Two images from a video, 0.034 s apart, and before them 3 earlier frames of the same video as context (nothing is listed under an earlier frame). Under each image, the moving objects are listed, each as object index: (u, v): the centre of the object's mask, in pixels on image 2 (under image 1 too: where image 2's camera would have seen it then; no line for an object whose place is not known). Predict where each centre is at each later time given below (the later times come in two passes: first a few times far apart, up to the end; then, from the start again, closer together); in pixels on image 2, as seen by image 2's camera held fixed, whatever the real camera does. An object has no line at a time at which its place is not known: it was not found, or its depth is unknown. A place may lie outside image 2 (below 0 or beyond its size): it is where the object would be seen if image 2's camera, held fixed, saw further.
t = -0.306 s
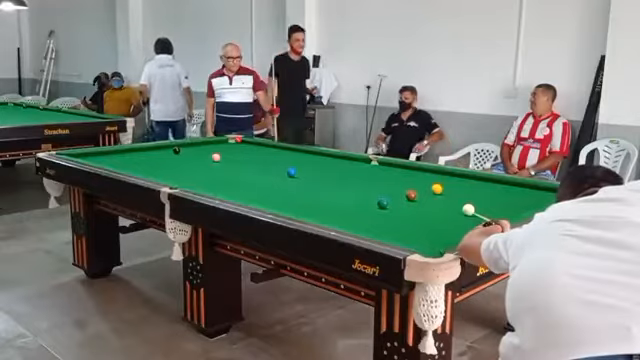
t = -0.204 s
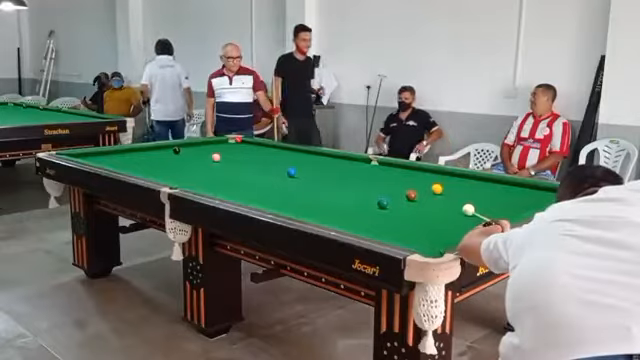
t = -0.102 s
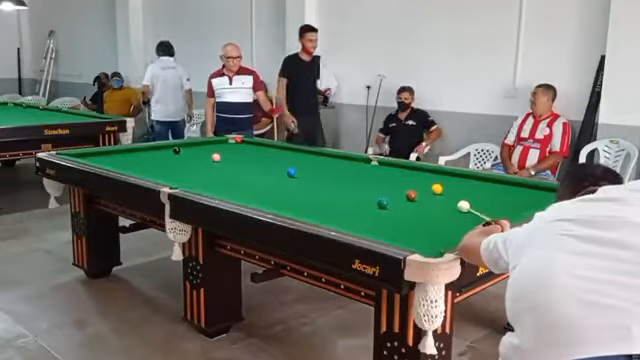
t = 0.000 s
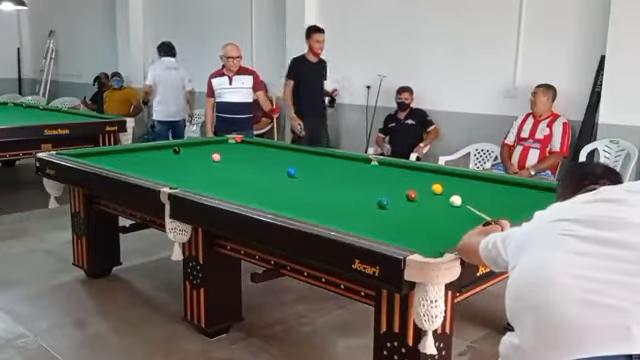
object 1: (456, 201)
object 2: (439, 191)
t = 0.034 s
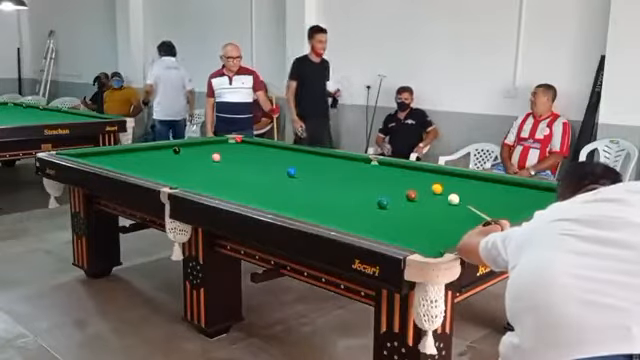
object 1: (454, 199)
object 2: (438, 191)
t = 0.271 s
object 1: (442, 190)
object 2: (433, 186)
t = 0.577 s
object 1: (445, 188)
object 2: (419, 180)
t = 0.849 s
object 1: (448, 186)
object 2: (407, 176)
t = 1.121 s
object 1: (449, 184)
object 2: (397, 171)
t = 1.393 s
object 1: (450, 182)
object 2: (389, 168)
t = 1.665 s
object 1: (451, 181)
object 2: (382, 165)
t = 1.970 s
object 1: (452, 180)
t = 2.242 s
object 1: (453, 179)
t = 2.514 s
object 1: (453, 178)
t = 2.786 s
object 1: (453, 178)
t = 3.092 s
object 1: (453, 178)
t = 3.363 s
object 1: (453, 178)
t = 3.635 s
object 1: (453, 178)
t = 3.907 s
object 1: (453, 178)
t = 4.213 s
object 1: (453, 178)
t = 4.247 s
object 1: (453, 178)
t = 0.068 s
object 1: (451, 197)
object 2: (437, 187)
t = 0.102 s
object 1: (449, 196)
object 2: (437, 187)
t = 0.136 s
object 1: (447, 194)
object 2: (436, 188)
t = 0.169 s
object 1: (445, 193)
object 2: (436, 187)
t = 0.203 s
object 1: (444, 192)
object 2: (436, 187)
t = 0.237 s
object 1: (444, 191)
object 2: (436, 187)
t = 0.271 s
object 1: (442, 190)
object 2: (433, 186)
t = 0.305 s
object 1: (443, 190)
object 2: (431, 185)
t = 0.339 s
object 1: (443, 190)
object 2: (430, 185)
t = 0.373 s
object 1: (444, 189)
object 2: (427, 184)
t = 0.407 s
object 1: (444, 189)
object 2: (426, 183)
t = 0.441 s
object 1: (444, 189)
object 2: (424, 182)
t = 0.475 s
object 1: (445, 189)
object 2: (423, 182)
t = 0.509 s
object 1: (445, 188)
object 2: (421, 181)
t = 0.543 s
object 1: (445, 188)
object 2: (420, 181)
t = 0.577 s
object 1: (445, 188)
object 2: (419, 180)
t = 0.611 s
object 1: (446, 187)
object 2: (417, 180)
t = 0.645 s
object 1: (446, 187)
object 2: (415, 179)
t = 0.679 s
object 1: (447, 186)
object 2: (413, 178)
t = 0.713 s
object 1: (447, 187)
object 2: (413, 177)
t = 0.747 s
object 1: (447, 186)
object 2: (411, 177)
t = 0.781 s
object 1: (447, 186)
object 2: (410, 176)
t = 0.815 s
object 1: (447, 186)
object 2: (409, 176)
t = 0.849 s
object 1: (448, 186)
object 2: (407, 176)
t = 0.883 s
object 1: (448, 186)
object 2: (406, 175)
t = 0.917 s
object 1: (448, 185)
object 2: (405, 174)
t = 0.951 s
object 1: (448, 185)
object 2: (404, 174)
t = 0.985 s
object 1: (449, 184)
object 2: (402, 174)
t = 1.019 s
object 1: (449, 184)
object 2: (401, 173)
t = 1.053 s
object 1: (449, 184)
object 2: (399, 171)
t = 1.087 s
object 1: (449, 184)
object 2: (399, 171)
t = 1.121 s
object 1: (449, 184)
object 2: (397, 171)
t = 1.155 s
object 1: (450, 184)
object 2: (396, 171)
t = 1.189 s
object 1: (450, 184)
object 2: (395, 170)
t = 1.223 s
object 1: (450, 184)
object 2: (394, 170)
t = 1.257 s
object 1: (450, 183)
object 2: (393, 170)
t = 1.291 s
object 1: (450, 183)
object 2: (392, 169)
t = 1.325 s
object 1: (450, 183)
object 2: (391, 169)
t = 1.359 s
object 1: (450, 183)
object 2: (390, 168)
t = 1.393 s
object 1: (450, 182)
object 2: (389, 168)
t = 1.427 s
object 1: (451, 182)
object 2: (388, 167)
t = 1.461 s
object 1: (451, 182)
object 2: (387, 167)
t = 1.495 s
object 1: (451, 182)
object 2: (387, 167)
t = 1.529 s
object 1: (451, 182)
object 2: (385, 166)
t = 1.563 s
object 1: (451, 181)
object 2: (385, 166)
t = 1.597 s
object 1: (451, 181)
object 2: (384, 166)
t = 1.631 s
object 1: (451, 181)
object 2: (383, 165)
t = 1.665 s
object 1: (451, 181)
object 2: (382, 165)
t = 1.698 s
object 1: (451, 181)
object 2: (381, 165)
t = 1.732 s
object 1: (452, 181)
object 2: (380, 164)
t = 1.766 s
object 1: (452, 181)
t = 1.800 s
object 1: (452, 180)
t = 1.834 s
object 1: (452, 180)
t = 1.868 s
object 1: (452, 180)
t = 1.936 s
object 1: (452, 180)
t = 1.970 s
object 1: (452, 180)
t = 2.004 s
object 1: (452, 180)
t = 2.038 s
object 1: (452, 180)
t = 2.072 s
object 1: (452, 180)
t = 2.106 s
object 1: (452, 179)
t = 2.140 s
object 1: (452, 179)
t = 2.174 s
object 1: (452, 179)
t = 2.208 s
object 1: (453, 179)
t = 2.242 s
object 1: (453, 179)
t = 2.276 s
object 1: (453, 179)
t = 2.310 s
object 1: (453, 179)
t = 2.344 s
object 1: (453, 179)
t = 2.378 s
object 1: (453, 179)
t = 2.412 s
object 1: (453, 179)
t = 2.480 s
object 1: (453, 179)
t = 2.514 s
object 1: (453, 178)
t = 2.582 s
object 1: (453, 178)
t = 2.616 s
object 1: (453, 178)
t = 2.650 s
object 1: (453, 178)
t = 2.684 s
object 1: (453, 178)
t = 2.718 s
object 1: (453, 178)
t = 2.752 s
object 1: (453, 178)
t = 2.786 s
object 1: (453, 178)
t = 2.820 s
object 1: (453, 178)
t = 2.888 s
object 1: (453, 178)
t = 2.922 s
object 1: (453, 178)
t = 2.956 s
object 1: (453, 178)
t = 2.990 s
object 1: (453, 178)
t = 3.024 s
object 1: (453, 178)
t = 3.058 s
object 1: (453, 178)
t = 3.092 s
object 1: (453, 178)
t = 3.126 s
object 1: (453, 178)
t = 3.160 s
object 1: (453, 178)
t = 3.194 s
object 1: (453, 178)
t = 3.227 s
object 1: (453, 178)
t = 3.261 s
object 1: (453, 178)
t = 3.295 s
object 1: (453, 178)
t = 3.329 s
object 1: (453, 178)
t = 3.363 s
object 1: (453, 178)
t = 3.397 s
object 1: (453, 178)
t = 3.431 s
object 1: (453, 178)
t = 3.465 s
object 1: (453, 178)
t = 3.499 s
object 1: (453, 178)
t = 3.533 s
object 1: (453, 178)
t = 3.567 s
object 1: (453, 178)
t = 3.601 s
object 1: (453, 178)
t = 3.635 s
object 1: (453, 178)
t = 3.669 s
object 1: (453, 178)
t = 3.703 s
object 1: (453, 178)
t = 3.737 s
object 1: (453, 178)
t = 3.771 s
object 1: (453, 178)
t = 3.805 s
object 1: (453, 178)
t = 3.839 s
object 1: (453, 178)
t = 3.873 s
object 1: (453, 178)
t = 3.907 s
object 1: (453, 178)
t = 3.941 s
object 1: (453, 178)
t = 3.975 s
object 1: (453, 178)
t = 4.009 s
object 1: (453, 178)
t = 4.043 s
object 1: (453, 178)
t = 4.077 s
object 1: (453, 178)
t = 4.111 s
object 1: (453, 178)
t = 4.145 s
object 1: (453, 178)
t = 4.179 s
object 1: (453, 178)
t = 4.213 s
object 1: (453, 178)
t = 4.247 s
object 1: (453, 178)
